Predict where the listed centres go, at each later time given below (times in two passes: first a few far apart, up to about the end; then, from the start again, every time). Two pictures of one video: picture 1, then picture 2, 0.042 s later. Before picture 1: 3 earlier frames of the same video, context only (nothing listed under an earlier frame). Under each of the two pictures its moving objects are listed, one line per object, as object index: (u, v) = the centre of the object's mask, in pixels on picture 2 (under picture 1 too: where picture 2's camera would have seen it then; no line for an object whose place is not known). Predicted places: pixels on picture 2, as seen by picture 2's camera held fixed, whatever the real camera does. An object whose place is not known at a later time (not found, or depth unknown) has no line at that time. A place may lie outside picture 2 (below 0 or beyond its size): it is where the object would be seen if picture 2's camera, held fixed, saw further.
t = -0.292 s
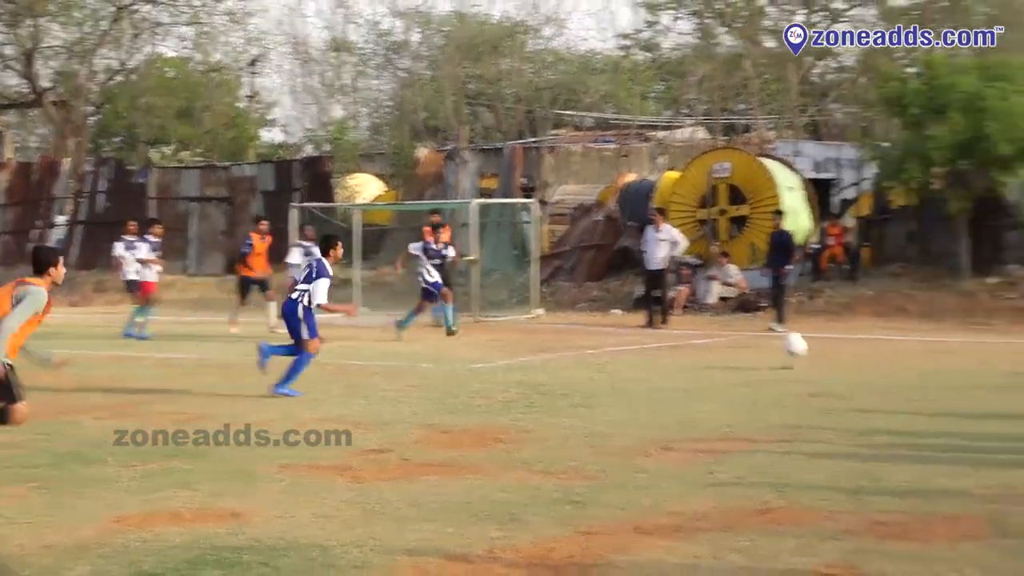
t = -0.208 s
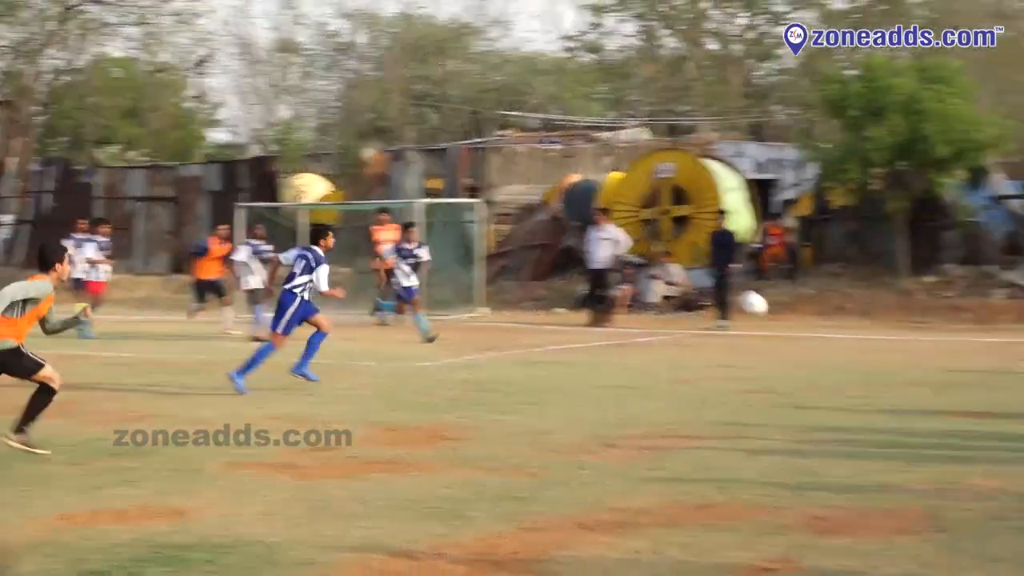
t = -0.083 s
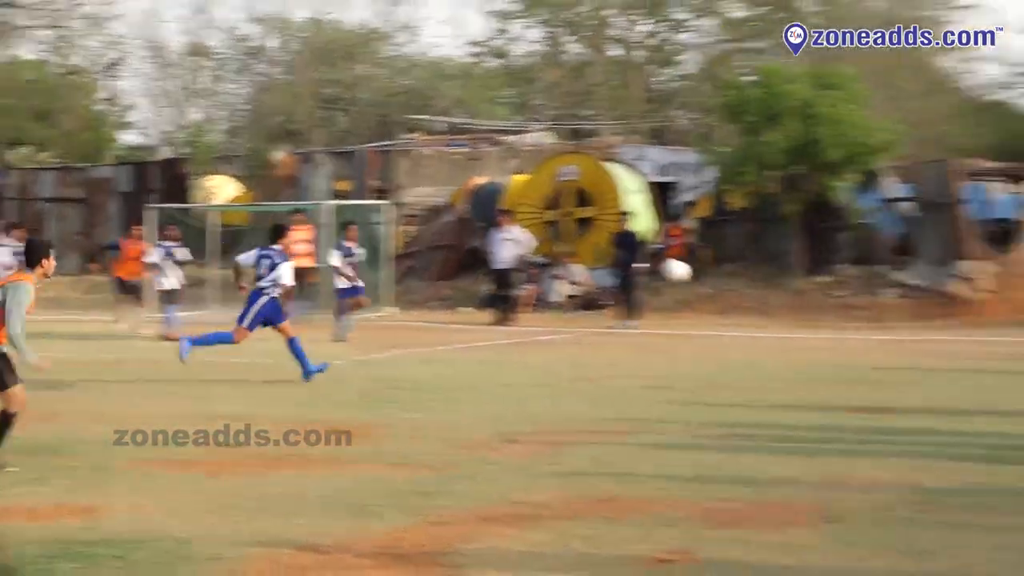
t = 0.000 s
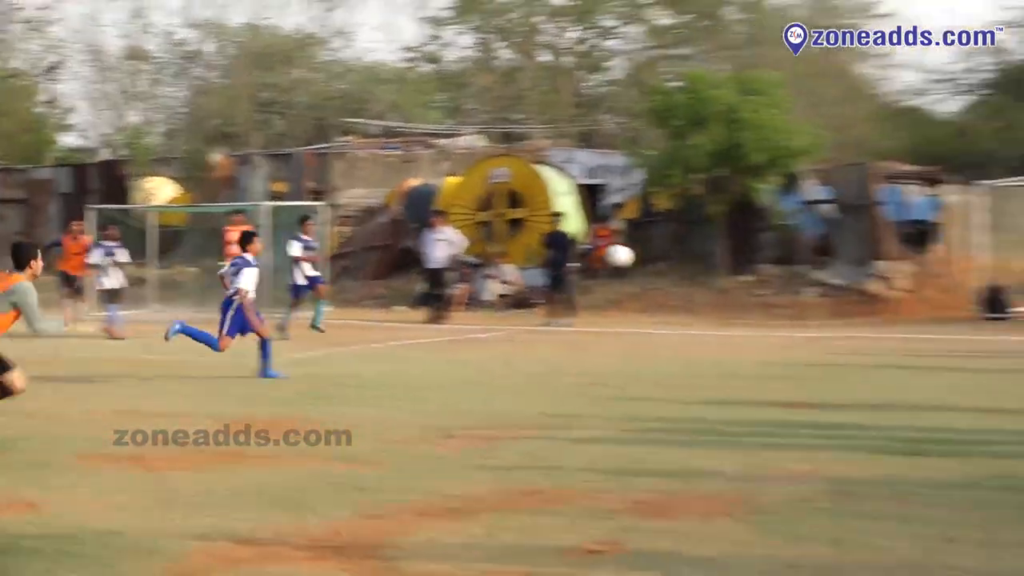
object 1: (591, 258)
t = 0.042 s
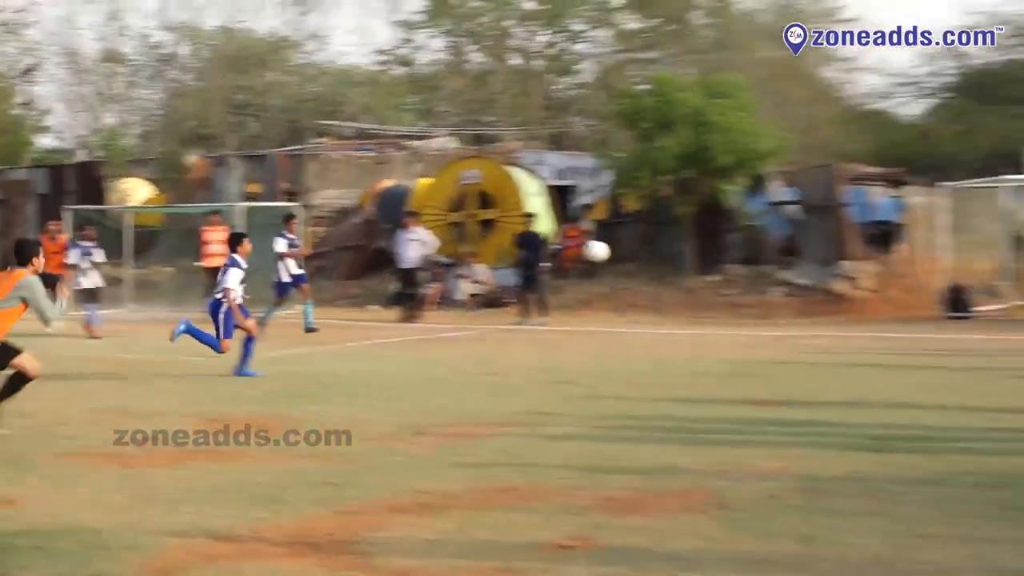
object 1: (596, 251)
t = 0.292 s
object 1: (639, 249)
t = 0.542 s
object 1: (685, 311)
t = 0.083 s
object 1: (602, 246)
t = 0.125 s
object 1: (607, 243)
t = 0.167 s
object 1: (615, 240)
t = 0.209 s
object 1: (622, 240)
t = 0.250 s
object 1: (633, 245)
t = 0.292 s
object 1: (639, 249)
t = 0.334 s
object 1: (647, 254)
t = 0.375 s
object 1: (655, 262)
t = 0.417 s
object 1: (662, 273)
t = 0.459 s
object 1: (669, 283)
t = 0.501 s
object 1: (677, 295)
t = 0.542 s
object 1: (685, 311)
